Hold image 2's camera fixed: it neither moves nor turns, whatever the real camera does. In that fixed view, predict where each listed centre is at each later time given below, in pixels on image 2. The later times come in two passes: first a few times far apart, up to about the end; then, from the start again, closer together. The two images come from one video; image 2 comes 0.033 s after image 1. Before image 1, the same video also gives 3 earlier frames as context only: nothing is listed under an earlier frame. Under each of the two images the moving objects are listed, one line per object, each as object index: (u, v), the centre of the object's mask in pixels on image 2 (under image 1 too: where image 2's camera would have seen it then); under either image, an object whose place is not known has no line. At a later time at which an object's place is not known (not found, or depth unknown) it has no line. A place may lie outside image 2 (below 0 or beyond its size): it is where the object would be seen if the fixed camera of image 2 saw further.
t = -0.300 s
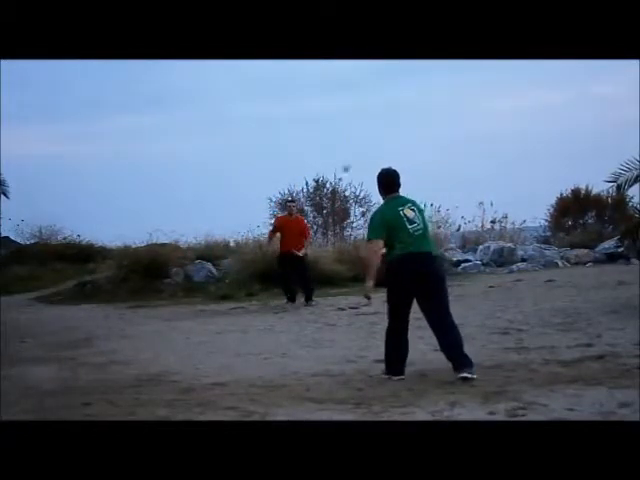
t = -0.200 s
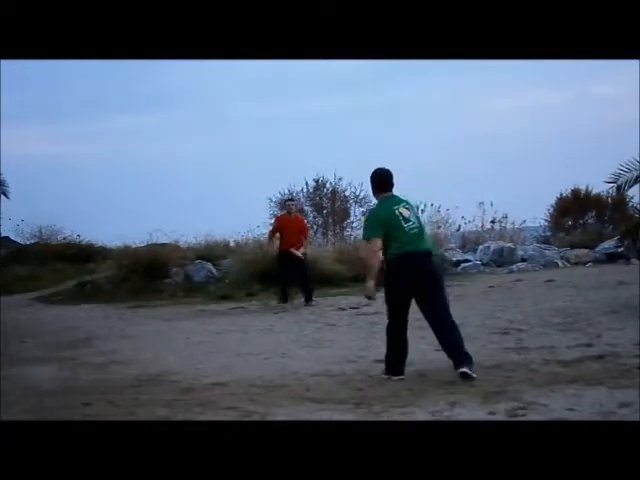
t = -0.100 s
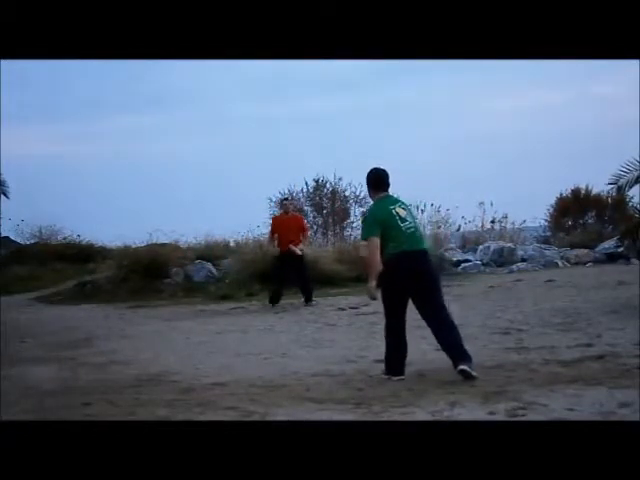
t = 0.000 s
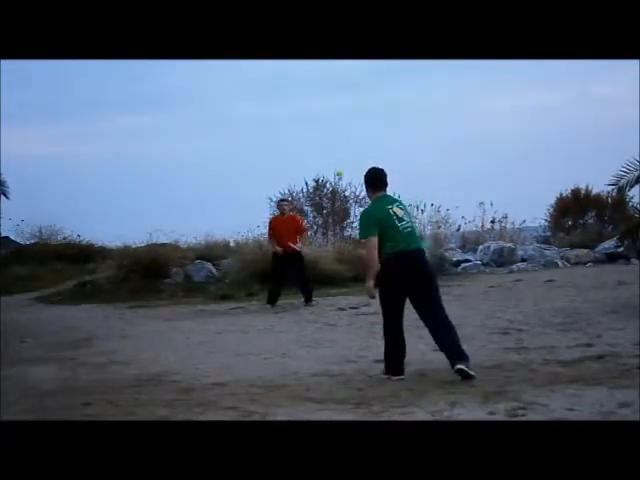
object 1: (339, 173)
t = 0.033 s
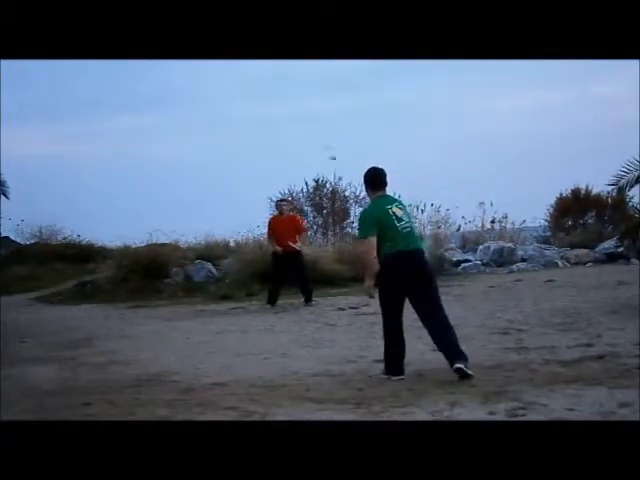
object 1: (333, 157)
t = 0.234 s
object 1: (304, 102)
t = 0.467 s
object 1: (284, 95)
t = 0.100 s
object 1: (322, 133)
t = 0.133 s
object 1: (316, 123)
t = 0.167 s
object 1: (312, 114)
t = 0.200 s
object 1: (308, 106)
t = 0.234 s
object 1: (304, 102)
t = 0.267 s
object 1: (300, 98)
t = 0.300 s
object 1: (297, 95)
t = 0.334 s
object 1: (294, 93)
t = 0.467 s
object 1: (284, 95)
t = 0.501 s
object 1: (282, 97)
